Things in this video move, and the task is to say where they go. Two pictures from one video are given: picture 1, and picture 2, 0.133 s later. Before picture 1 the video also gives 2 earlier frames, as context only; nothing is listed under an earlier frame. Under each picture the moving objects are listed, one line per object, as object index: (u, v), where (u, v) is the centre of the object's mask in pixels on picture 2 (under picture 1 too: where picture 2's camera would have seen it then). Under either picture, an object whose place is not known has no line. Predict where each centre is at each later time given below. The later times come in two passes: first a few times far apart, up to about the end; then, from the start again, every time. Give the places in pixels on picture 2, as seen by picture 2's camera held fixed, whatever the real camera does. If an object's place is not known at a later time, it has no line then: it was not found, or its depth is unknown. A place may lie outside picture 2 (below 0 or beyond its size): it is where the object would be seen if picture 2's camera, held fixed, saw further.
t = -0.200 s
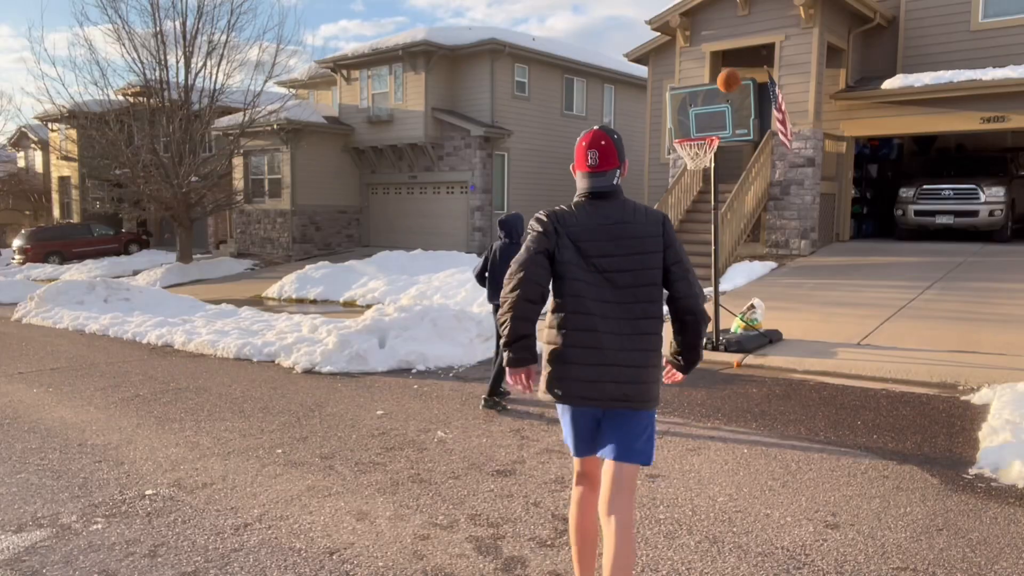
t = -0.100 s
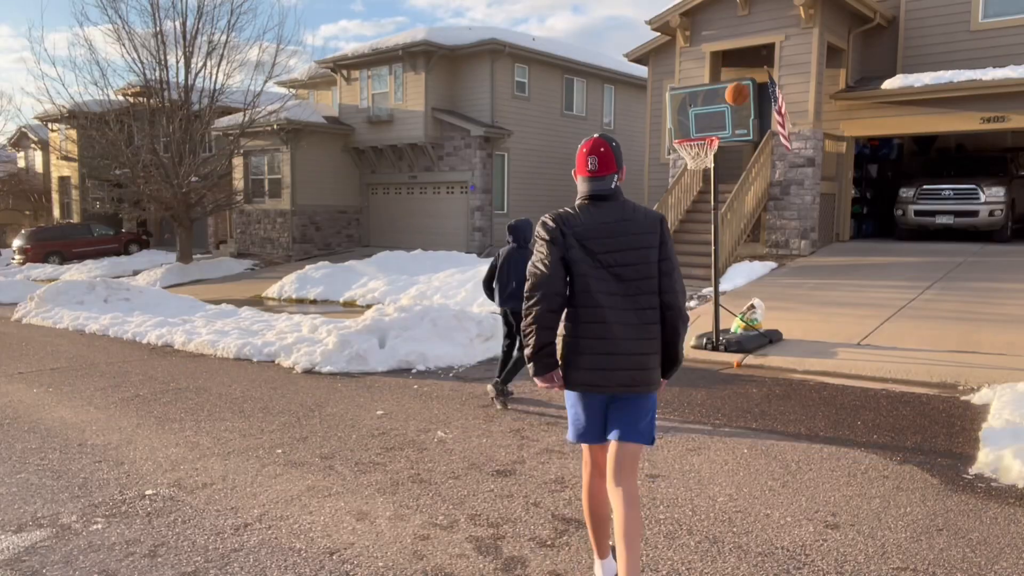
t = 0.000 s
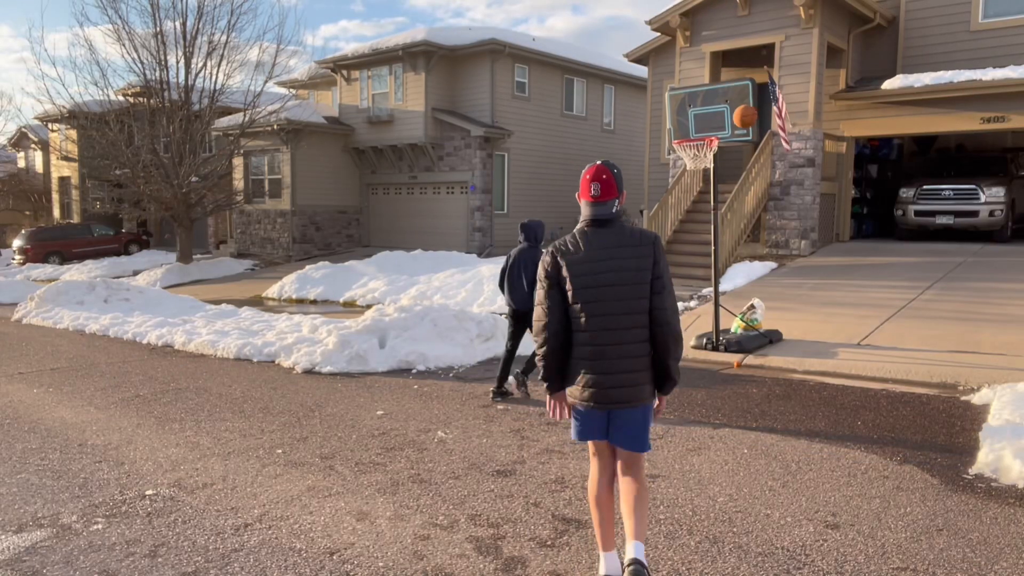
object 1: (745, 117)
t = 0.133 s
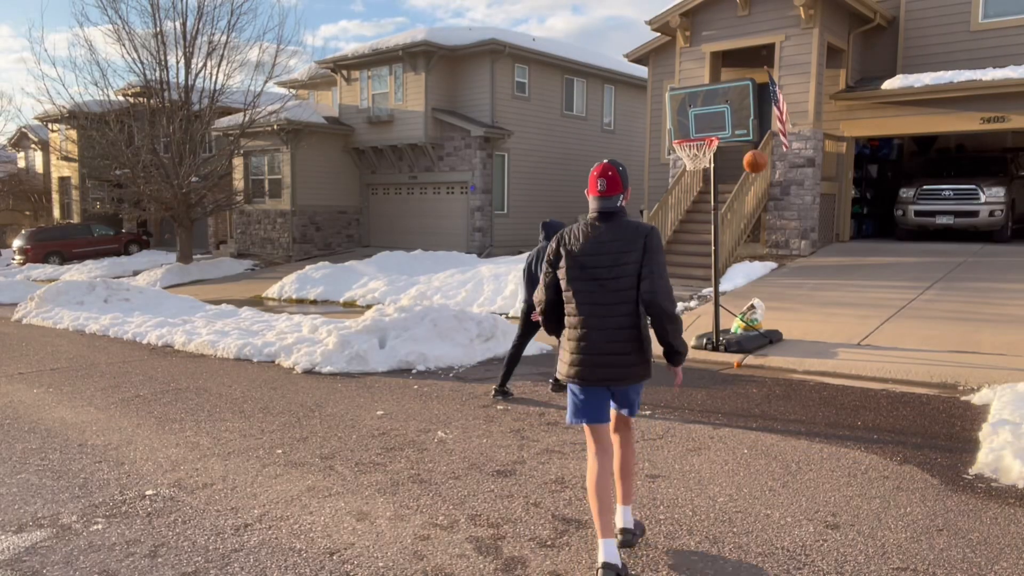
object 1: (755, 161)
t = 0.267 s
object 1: (764, 224)
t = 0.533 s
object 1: (784, 342)
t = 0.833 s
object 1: (811, 240)
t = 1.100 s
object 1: (832, 220)
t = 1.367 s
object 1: (849, 264)
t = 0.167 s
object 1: (757, 176)
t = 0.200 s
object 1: (760, 190)
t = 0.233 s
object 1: (763, 207)
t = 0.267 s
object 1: (764, 224)
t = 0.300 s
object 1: (767, 242)
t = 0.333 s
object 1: (769, 261)
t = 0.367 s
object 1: (771, 282)
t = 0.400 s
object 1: (773, 302)
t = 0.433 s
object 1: (776, 325)
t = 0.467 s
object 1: (778, 348)
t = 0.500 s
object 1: (780, 358)
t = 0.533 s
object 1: (784, 342)
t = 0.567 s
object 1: (787, 327)
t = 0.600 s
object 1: (790, 312)
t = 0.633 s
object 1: (793, 299)
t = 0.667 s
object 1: (796, 286)
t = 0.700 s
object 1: (799, 275)
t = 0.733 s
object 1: (802, 265)
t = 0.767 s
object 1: (805, 255)
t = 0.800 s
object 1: (808, 247)
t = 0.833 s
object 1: (811, 240)
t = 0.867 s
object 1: (814, 234)
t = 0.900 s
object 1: (817, 229)
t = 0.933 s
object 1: (820, 225)
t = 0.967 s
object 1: (822, 222)
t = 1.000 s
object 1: (825, 220)
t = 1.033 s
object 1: (828, 219)
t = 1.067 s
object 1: (831, 219)
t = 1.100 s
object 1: (832, 220)
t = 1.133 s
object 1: (835, 222)
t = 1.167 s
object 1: (837, 226)
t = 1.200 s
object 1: (840, 229)
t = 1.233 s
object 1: (841, 234)
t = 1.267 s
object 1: (843, 240)
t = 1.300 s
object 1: (845, 247)
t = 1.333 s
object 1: (847, 256)
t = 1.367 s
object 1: (849, 264)
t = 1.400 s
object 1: (850, 274)
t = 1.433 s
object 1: (853, 285)
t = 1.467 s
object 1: (854, 297)
